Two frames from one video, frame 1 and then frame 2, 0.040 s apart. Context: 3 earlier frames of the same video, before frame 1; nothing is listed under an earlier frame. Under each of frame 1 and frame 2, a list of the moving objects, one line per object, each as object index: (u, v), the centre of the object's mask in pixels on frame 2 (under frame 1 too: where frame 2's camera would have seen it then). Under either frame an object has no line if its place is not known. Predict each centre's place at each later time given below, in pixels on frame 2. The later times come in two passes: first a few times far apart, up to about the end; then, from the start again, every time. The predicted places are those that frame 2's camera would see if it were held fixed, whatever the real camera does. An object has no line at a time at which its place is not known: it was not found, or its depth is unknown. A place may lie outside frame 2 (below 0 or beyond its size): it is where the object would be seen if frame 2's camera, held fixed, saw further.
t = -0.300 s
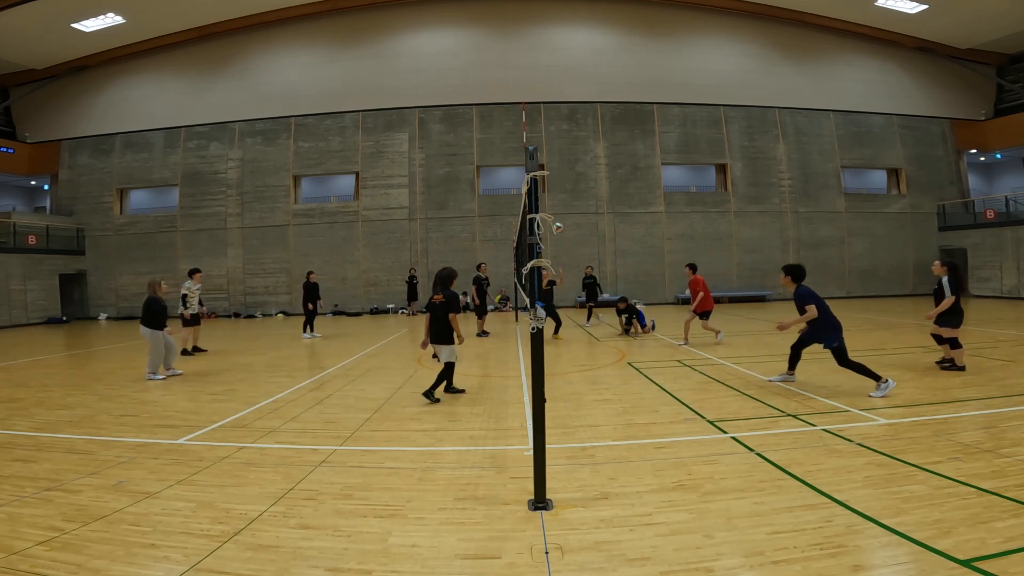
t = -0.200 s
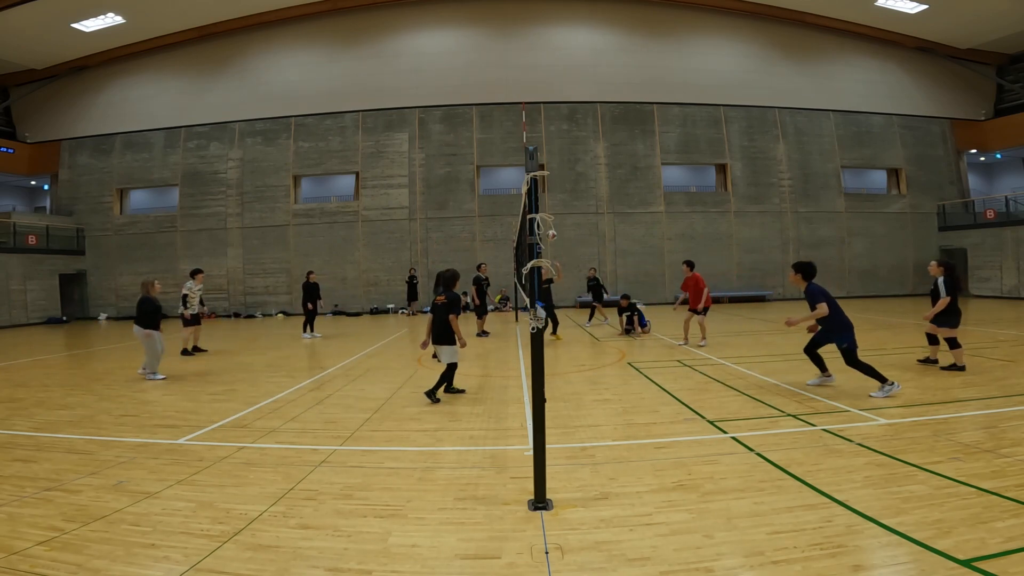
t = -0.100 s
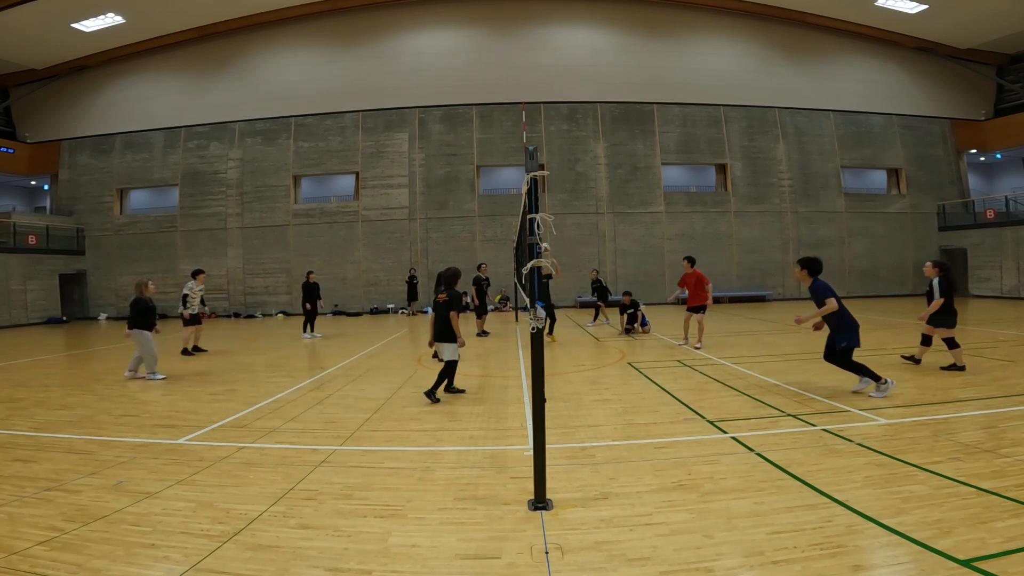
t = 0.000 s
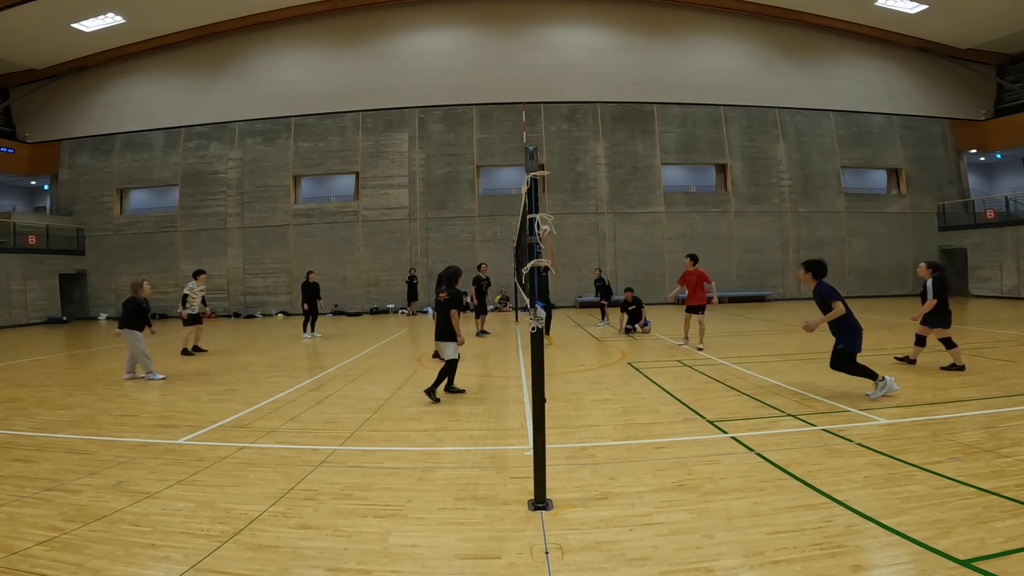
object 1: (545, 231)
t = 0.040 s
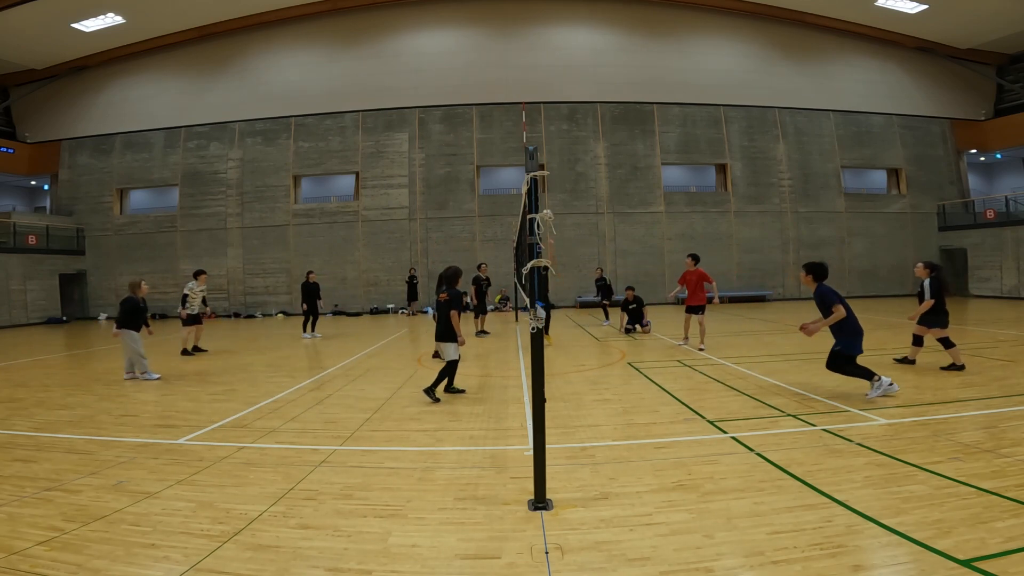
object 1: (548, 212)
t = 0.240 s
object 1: (555, 147)
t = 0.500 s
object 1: (569, 84)
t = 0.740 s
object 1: (589, 52)
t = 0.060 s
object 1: (548, 207)
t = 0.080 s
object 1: (548, 200)
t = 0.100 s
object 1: (549, 192)
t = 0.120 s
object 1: (550, 185)
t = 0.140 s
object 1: (551, 178)
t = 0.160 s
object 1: (552, 172)
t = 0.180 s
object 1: (553, 165)
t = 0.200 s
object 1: (553, 159)
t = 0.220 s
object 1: (554, 152)
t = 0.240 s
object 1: (555, 147)
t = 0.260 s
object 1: (556, 141)
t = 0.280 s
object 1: (557, 135)
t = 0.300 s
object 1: (558, 129)
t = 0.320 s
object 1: (559, 124)
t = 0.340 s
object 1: (560, 119)
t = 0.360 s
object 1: (561, 114)
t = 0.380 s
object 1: (562, 109)
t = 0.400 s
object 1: (564, 105)
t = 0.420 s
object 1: (565, 100)
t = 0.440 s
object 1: (566, 96)
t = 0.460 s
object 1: (567, 92)
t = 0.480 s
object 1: (568, 88)
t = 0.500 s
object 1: (569, 84)
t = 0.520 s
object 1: (571, 80)
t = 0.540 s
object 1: (573, 77)
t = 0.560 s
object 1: (574, 73)
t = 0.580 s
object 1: (575, 70)
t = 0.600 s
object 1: (577, 68)
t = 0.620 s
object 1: (578, 65)
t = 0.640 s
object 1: (580, 62)
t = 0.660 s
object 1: (582, 60)
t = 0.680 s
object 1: (584, 57)
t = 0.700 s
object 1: (585, 55)
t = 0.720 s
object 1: (587, 53)
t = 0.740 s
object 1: (589, 52)
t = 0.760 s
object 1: (590, 50)
